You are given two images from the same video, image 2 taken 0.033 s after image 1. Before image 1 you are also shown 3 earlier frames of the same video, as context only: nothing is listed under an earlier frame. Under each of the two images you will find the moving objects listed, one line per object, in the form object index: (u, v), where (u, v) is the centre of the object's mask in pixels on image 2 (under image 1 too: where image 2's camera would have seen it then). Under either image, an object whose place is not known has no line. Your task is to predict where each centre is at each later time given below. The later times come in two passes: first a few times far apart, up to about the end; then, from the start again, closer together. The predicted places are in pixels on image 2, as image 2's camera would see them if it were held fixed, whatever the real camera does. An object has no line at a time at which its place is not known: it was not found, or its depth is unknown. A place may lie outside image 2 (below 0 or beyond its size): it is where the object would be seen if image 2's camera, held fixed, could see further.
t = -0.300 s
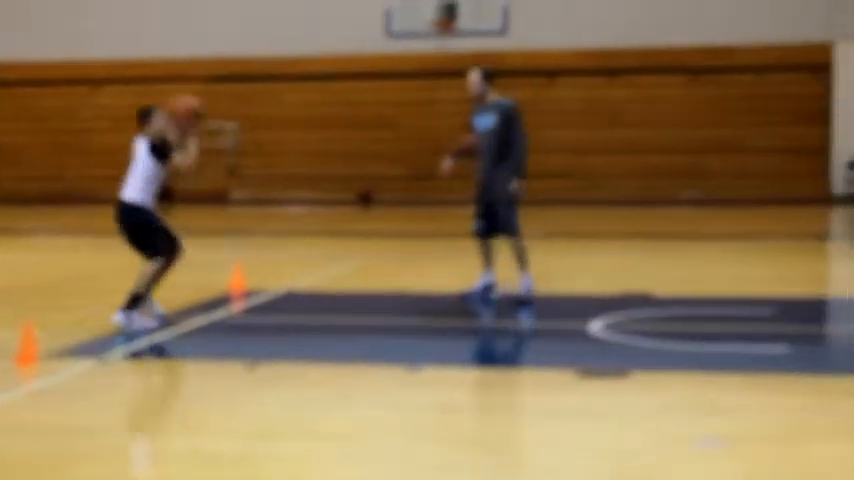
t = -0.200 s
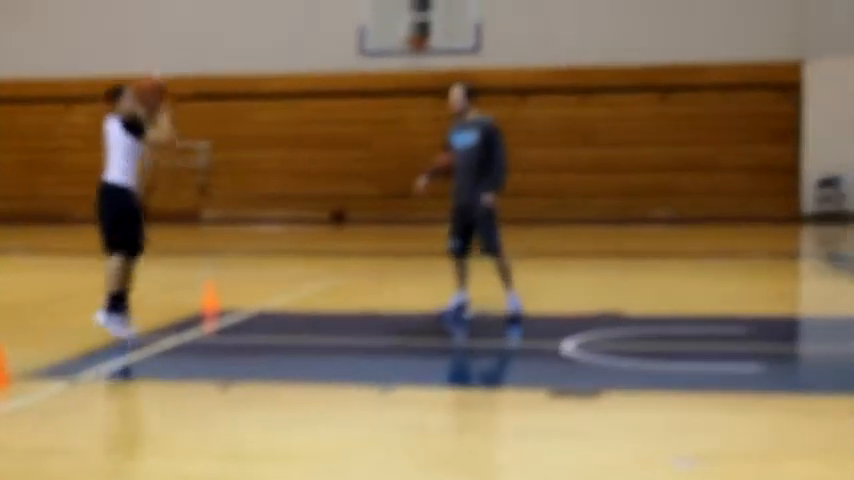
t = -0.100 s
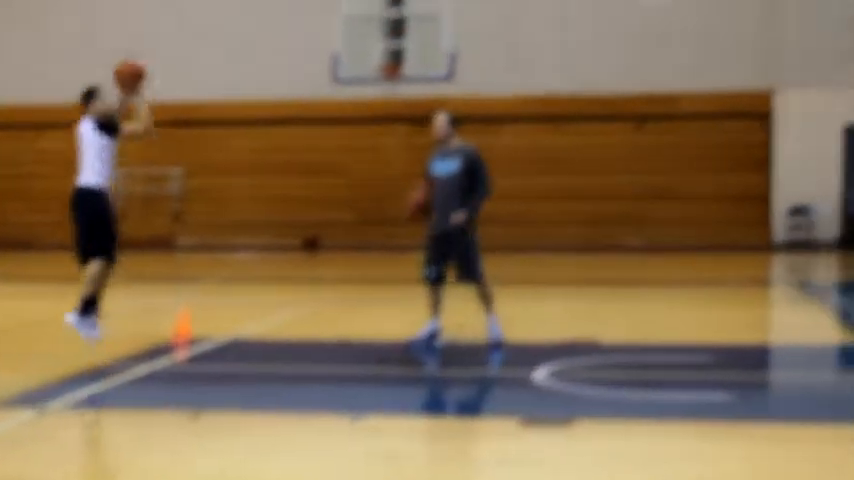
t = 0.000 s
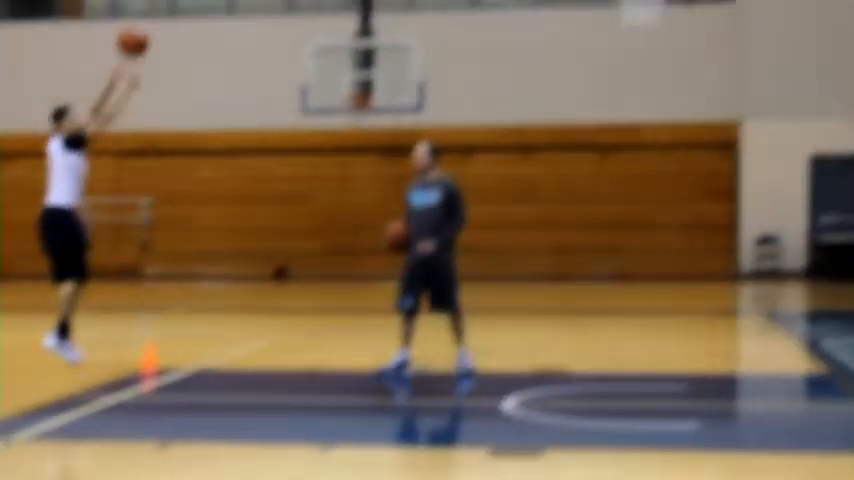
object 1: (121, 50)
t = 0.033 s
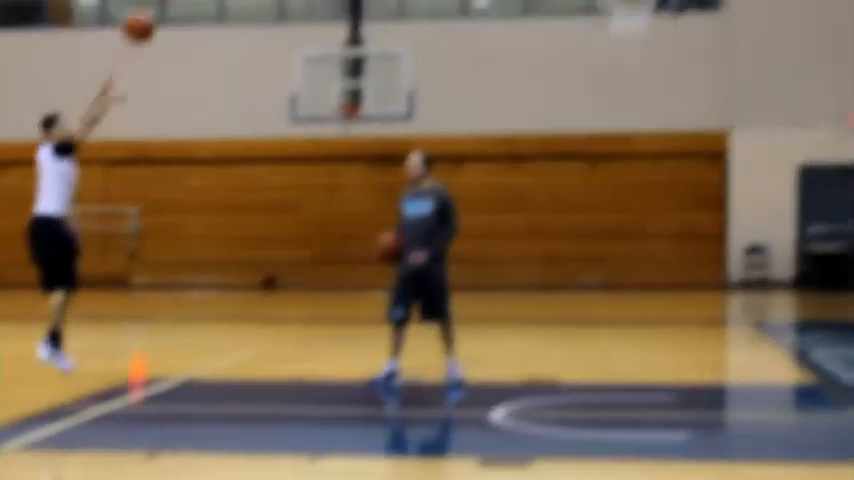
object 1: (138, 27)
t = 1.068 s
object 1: (647, 26)
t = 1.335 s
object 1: (662, 152)
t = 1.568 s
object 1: (684, 358)
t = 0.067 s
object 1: (155, 6)
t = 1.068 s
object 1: (647, 26)
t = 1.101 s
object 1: (650, 35)
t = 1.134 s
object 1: (652, 46)
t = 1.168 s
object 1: (653, 59)
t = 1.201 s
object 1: (655, 75)
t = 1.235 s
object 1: (657, 91)
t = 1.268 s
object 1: (659, 111)
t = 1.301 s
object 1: (661, 132)
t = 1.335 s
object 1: (662, 152)
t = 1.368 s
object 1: (665, 176)
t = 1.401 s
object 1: (667, 199)
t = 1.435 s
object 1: (671, 229)
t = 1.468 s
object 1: (674, 259)
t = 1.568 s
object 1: (684, 358)
